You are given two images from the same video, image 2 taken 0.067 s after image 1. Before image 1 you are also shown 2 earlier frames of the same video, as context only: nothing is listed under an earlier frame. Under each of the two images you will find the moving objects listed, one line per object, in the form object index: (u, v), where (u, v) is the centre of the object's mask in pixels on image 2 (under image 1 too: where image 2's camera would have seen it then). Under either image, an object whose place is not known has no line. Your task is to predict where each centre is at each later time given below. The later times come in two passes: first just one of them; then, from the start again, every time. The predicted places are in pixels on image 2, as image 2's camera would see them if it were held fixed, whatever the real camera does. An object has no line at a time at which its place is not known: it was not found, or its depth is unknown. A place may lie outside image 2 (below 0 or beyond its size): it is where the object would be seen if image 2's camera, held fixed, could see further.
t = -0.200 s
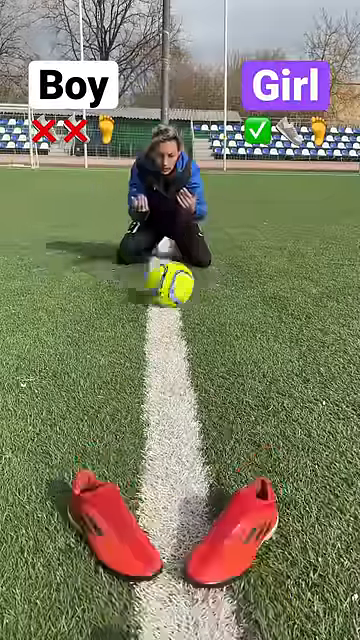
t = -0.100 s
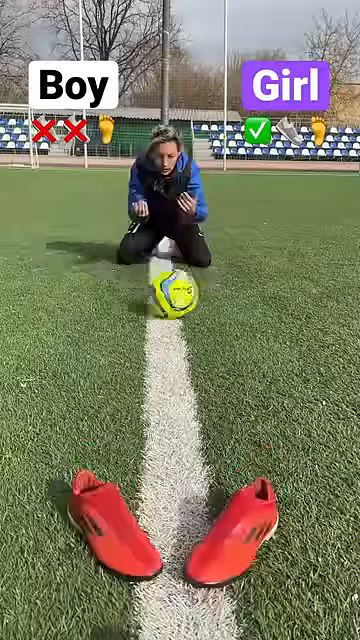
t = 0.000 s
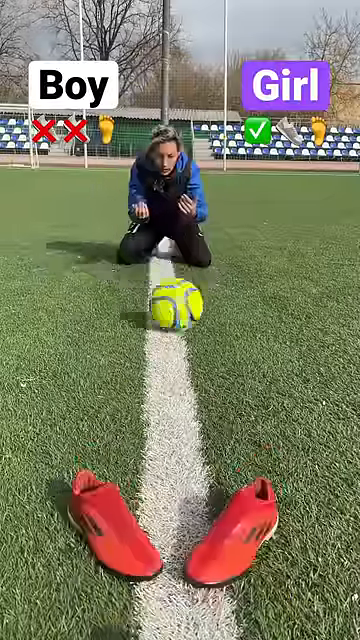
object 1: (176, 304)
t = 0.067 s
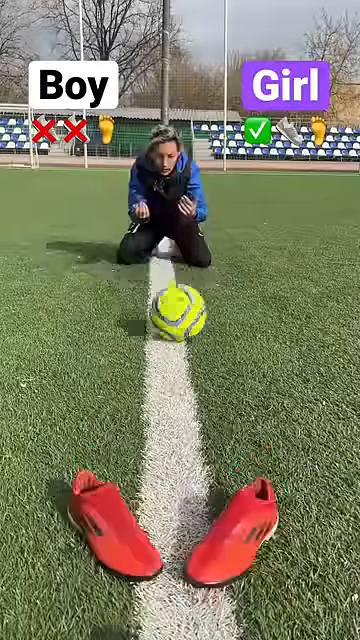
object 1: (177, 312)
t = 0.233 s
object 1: (184, 338)
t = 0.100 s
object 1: (179, 318)
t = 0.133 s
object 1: (179, 321)
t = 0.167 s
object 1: (181, 327)
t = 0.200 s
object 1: (182, 333)
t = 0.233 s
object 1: (184, 338)
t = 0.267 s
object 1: (185, 343)
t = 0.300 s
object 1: (187, 349)
